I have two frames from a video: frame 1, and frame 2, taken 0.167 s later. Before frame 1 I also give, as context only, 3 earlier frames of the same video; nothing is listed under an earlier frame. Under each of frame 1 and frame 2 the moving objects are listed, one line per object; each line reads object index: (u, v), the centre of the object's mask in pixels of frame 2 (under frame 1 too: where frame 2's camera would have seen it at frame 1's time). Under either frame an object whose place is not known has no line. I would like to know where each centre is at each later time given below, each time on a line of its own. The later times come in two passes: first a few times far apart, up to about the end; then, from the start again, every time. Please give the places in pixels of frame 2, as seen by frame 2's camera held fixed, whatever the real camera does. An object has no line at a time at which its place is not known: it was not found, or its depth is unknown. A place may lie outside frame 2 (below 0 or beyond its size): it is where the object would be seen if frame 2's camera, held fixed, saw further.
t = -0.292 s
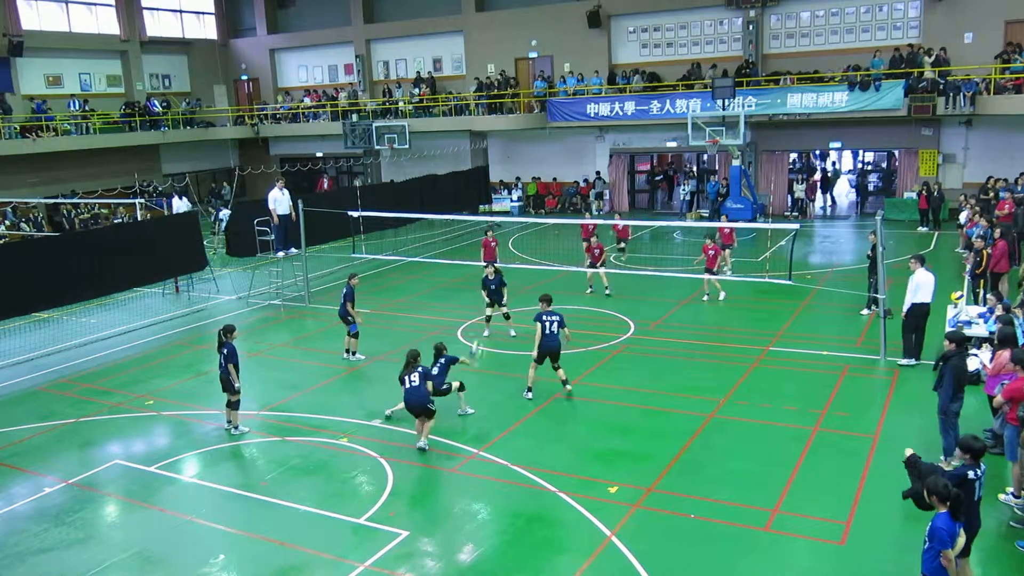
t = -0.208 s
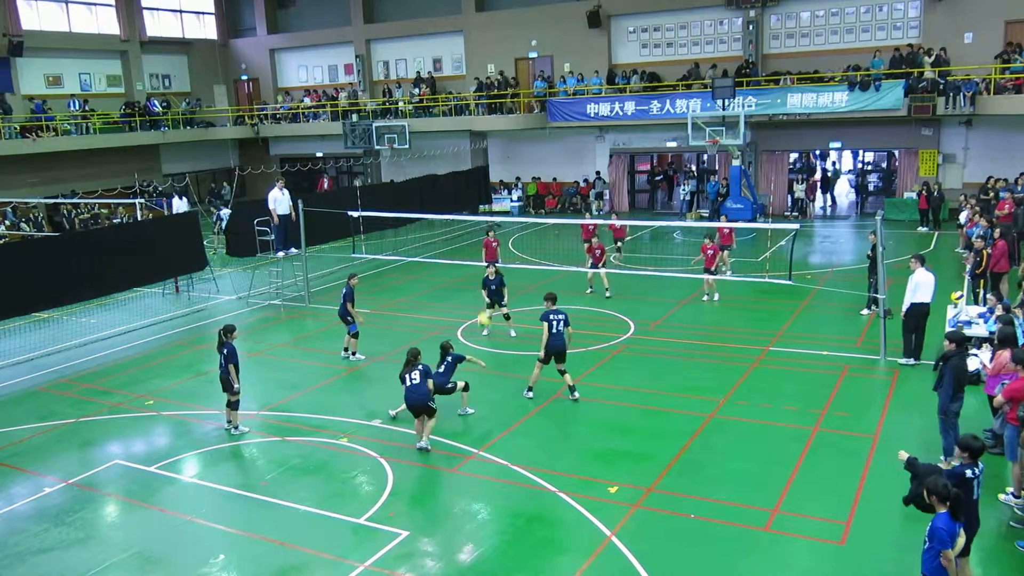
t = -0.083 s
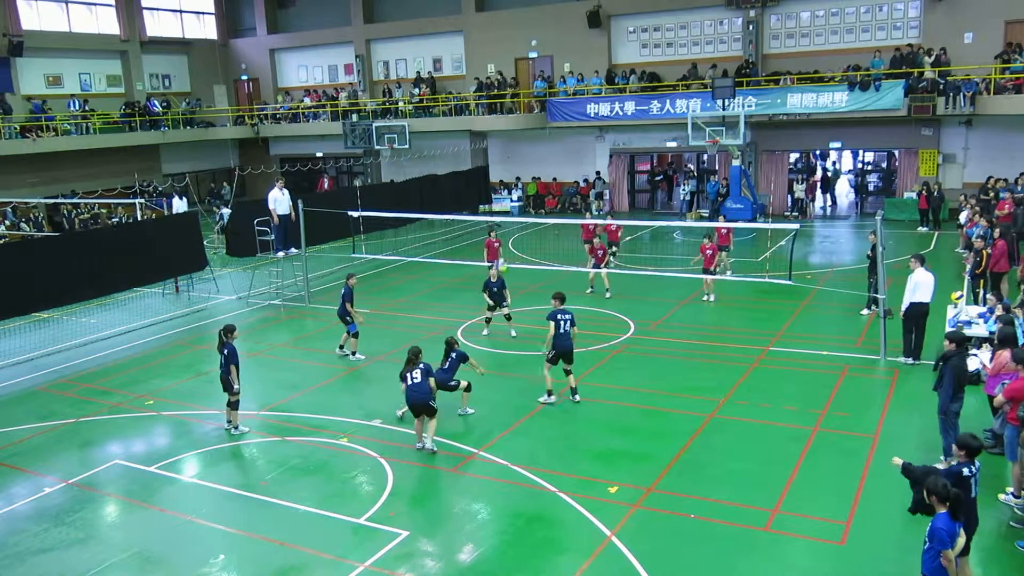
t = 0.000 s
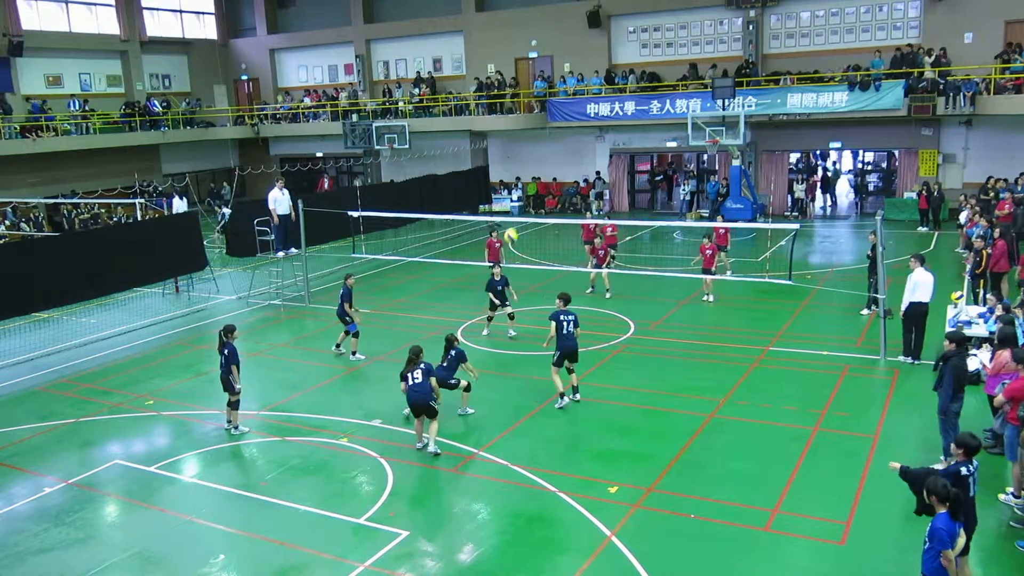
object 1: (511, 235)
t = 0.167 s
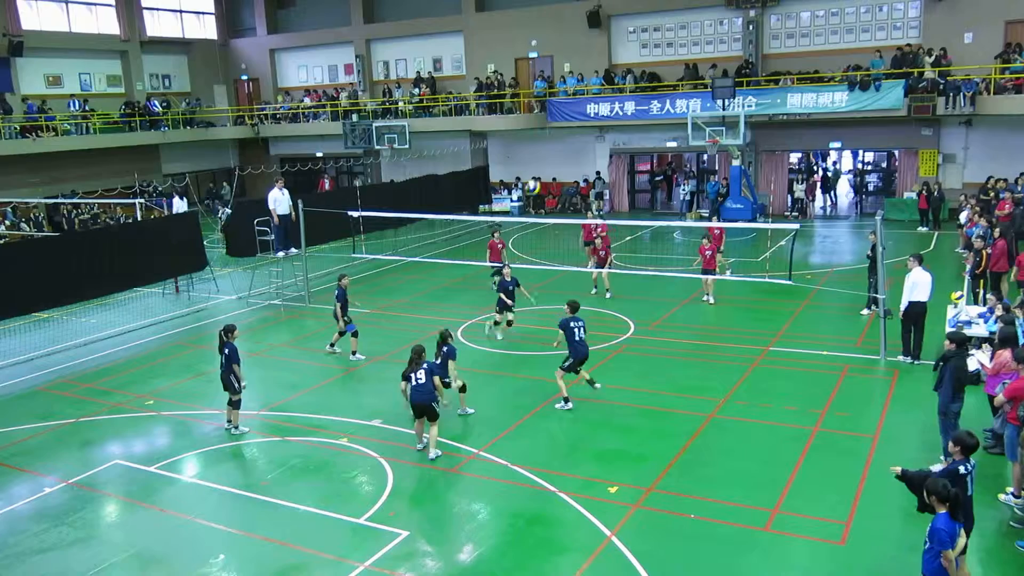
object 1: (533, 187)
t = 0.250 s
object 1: (545, 169)
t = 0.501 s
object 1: (577, 143)
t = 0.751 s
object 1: (612, 156)
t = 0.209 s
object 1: (539, 177)
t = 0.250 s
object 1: (545, 169)
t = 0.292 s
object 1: (548, 162)
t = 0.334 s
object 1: (556, 155)
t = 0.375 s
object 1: (561, 151)
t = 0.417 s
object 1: (566, 147)
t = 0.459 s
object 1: (572, 144)
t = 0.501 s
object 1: (577, 143)
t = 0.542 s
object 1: (583, 143)
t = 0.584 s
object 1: (589, 143)
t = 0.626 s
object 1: (595, 144)
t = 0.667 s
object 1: (600, 147)
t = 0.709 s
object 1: (606, 152)
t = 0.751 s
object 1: (612, 156)
